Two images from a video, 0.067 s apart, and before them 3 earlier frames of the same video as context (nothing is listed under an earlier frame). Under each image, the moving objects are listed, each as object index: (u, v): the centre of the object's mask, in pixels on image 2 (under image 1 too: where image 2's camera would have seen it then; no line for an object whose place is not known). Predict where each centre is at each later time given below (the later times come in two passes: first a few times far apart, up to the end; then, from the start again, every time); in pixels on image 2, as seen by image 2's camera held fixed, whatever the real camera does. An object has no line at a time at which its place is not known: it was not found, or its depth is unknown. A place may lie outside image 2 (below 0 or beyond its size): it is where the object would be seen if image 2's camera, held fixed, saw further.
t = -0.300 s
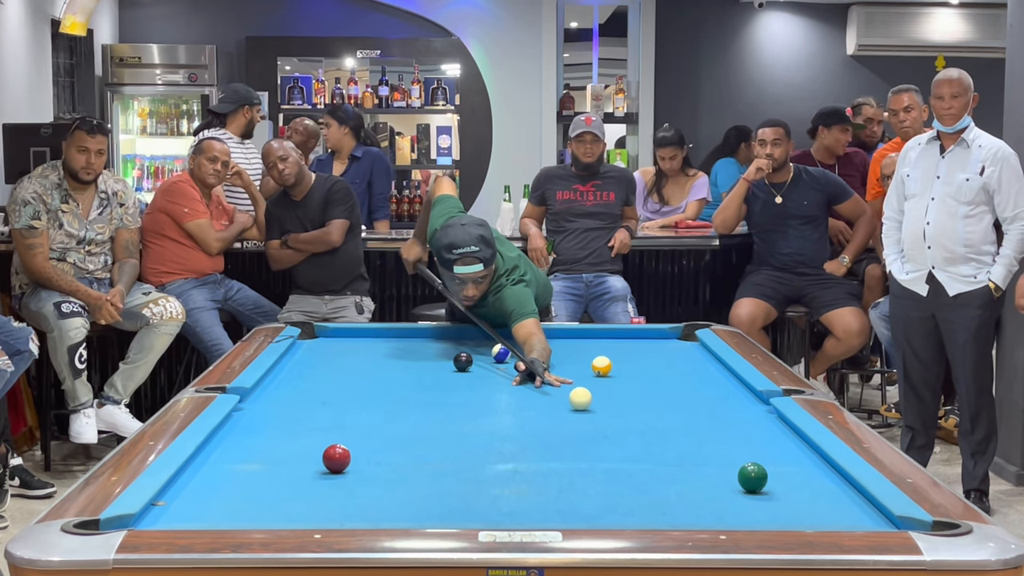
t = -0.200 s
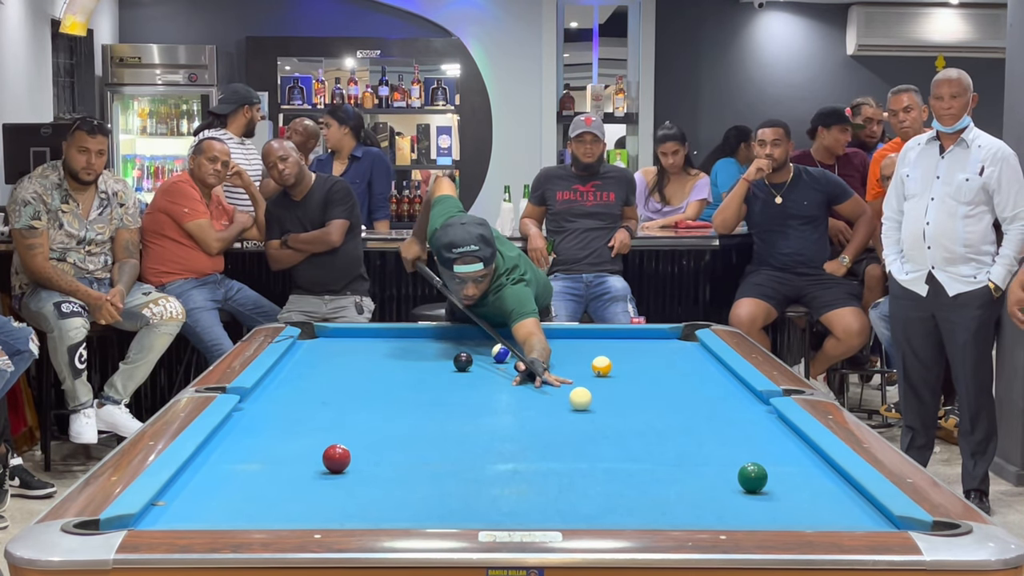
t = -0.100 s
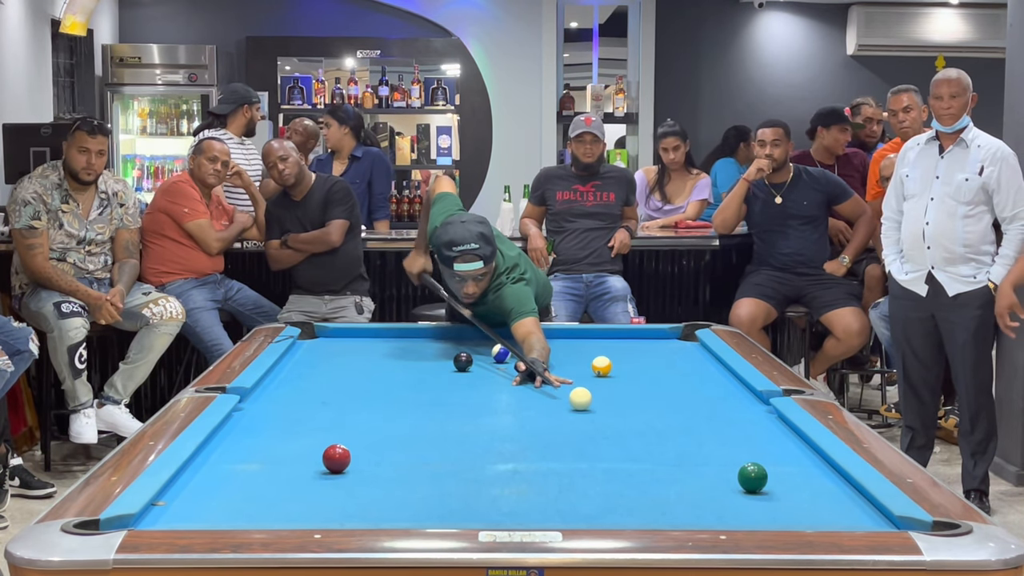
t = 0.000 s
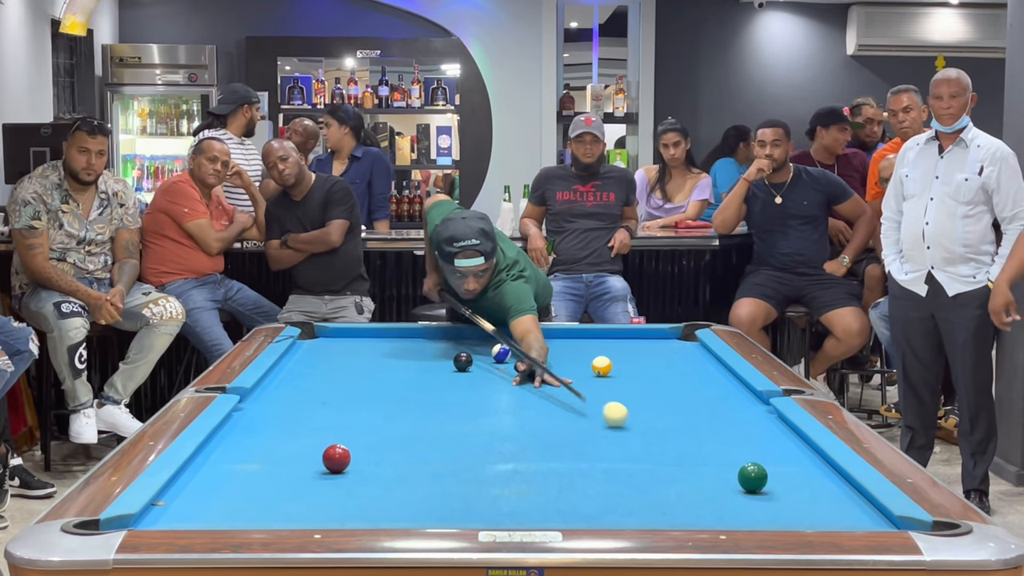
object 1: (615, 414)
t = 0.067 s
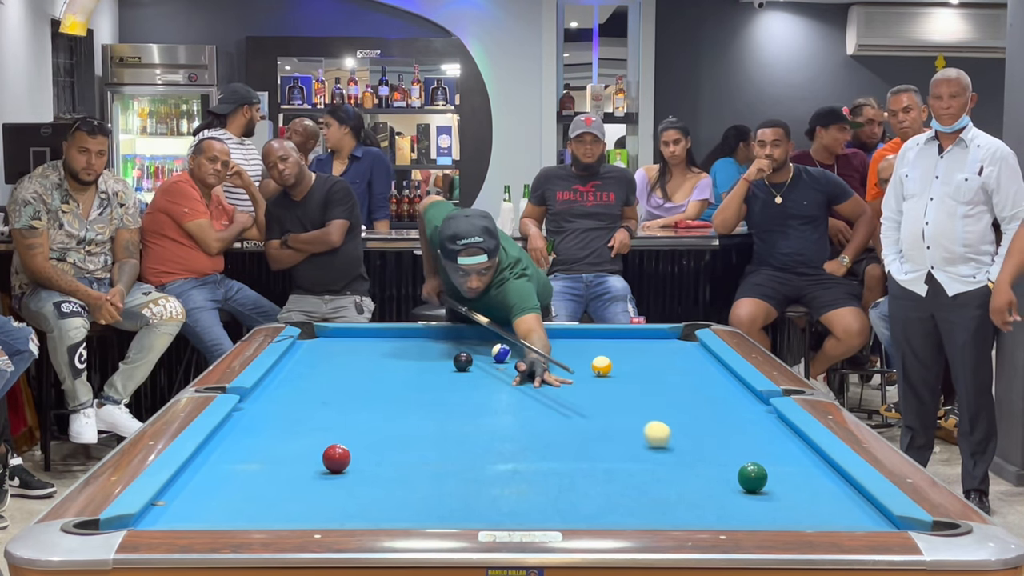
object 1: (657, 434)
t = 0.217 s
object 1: (729, 472)
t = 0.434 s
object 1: (687, 466)
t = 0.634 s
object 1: (649, 460)
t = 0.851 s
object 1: (612, 454)
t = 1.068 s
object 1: (578, 449)
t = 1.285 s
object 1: (547, 444)
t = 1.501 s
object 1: (519, 439)
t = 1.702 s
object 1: (495, 435)
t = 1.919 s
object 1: (471, 431)
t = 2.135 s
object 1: (449, 428)
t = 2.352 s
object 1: (430, 424)
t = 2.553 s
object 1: (413, 422)
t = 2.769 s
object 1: (396, 419)
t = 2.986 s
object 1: (382, 417)
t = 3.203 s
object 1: (369, 415)
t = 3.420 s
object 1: (358, 413)
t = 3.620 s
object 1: (348, 411)
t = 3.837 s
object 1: (340, 410)
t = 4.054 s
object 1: (333, 409)
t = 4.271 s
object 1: (327, 408)
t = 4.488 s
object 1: (323, 408)
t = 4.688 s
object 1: (321, 407)
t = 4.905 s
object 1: (319, 406)
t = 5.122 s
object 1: (319, 406)
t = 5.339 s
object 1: (319, 407)
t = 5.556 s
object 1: (319, 407)
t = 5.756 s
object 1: (319, 407)
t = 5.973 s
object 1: (319, 407)
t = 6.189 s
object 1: (319, 407)
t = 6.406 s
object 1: (319, 407)
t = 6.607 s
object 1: (319, 407)
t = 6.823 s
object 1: (319, 407)
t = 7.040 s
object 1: (319, 407)
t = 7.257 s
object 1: (319, 407)
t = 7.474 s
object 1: (319, 407)
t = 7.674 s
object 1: (319, 407)
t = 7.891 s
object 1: (319, 407)
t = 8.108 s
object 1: (319, 407)
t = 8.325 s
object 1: (319, 407)
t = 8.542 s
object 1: (319, 407)
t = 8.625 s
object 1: (319, 407)
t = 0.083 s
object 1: (668, 439)
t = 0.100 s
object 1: (679, 444)
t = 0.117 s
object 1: (691, 450)
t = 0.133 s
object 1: (702, 456)
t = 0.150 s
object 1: (714, 461)
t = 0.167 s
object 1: (726, 466)
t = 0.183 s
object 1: (733, 470)
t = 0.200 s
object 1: (732, 471)
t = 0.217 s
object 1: (729, 472)
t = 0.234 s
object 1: (726, 471)
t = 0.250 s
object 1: (723, 472)
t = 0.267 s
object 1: (720, 471)
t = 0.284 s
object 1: (717, 471)
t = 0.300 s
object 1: (714, 471)
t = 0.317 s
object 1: (711, 470)
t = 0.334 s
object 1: (707, 470)
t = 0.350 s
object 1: (704, 469)
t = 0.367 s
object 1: (700, 468)
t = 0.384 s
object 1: (697, 468)
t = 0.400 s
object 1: (694, 467)
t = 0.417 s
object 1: (690, 467)
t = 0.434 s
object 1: (687, 466)
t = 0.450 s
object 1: (684, 466)
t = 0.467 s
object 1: (681, 465)
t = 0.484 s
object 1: (677, 465)
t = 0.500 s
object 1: (674, 464)
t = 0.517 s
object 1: (671, 464)
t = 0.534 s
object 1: (668, 463)
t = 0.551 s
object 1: (665, 463)
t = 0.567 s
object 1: (662, 462)
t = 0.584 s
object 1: (659, 462)
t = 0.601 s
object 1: (656, 461)
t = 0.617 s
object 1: (653, 461)
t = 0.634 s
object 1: (649, 460)
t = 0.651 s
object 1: (647, 460)
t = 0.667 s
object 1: (644, 459)
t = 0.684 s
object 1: (641, 459)
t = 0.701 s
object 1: (638, 458)
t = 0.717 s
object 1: (635, 458)
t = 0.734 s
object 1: (632, 457)
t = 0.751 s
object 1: (629, 457)
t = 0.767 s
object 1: (626, 456)
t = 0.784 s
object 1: (623, 456)
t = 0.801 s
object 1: (621, 456)
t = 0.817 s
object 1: (618, 455)
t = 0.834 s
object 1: (615, 455)
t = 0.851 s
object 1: (612, 454)
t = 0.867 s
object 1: (610, 454)
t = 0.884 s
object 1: (607, 453)
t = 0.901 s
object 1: (604, 453)
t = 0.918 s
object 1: (602, 453)
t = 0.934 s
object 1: (599, 452)
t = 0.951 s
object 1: (596, 451)
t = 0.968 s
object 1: (594, 451)
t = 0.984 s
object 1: (591, 451)
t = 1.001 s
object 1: (589, 450)
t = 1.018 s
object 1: (586, 450)
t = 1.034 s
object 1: (583, 450)
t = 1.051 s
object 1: (581, 449)
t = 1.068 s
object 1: (578, 449)
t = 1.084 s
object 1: (576, 448)
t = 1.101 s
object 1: (573, 448)
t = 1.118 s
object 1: (571, 448)
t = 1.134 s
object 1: (569, 447)
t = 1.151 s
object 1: (566, 447)
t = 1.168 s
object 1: (564, 446)
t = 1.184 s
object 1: (561, 446)
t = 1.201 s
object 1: (559, 446)
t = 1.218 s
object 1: (556, 445)
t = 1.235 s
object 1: (554, 445)
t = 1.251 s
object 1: (552, 444)
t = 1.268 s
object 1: (550, 444)
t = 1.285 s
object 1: (547, 444)
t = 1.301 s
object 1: (545, 443)
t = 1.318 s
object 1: (543, 443)
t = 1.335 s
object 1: (540, 443)
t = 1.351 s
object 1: (538, 442)
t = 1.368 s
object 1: (536, 442)
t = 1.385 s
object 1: (534, 442)
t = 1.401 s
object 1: (532, 441)
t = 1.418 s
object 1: (529, 441)
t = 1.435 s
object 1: (528, 440)
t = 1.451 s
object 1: (525, 440)
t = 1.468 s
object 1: (523, 440)
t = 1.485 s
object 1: (521, 439)
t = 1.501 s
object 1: (519, 439)
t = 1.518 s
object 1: (517, 439)
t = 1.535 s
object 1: (515, 438)
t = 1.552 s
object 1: (513, 438)
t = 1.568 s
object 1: (511, 438)
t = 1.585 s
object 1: (509, 437)
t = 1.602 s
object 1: (507, 437)
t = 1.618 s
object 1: (505, 437)
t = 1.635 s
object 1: (503, 436)
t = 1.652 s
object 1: (501, 436)
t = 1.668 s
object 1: (499, 436)
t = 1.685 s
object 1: (497, 435)
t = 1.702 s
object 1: (495, 435)
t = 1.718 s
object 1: (493, 435)
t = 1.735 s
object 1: (491, 435)
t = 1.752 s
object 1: (489, 434)
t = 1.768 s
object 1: (487, 434)
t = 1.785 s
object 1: (485, 434)
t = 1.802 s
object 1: (484, 433)
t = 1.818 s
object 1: (482, 433)
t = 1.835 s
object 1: (480, 432)
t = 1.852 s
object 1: (478, 432)
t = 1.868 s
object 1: (476, 432)
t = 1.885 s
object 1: (475, 432)
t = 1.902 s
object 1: (473, 431)
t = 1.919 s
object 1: (471, 431)
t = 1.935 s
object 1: (469, 431)
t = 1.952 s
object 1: (468, 430)
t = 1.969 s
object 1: (466, 430)
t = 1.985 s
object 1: (464, 430)
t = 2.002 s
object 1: (463, 429)
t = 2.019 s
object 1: (461, 429)
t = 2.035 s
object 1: (459, 429)
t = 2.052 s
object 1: (458, 429)
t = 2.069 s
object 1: (456, 429)
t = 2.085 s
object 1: (454, 428)
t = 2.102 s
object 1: (453, 428)
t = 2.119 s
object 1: (451, 428)
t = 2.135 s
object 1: (449, 428)
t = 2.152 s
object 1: (448, 427)
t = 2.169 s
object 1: (446, 427)
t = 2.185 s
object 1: (445, 427)
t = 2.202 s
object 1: (443, 426)
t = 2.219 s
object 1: (442, 426)
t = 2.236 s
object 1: (440, 426)
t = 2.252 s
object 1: (438, 426)
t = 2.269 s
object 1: (437, 425)
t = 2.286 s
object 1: (436, 425)
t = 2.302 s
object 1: (434, 425)
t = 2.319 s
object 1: (432, 425)
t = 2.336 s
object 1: (431, 424)
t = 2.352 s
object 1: (430, 424)
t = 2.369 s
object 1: (428, 424)
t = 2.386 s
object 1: (427, 424)
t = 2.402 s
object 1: (425, 423)
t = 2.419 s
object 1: (424, 423)
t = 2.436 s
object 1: (422, 423)
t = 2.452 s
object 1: (421, 423)
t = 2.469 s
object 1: (420, 423)
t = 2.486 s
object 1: (418, 422)
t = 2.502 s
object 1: (417, 422)
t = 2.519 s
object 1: (415, 422)
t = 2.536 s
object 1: (414, 422)
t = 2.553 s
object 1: (413, 422)
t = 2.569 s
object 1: (411, 421)
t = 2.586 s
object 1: (410, 421)
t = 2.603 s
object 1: (409, 421)
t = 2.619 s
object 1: (408, 421)
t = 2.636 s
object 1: (406, 421)
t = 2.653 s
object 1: (405, 420)
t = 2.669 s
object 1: (404, 420)
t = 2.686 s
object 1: (402, 420)
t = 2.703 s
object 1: (401, 420)
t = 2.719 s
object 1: (400, 420)
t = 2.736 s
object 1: (399, 419)
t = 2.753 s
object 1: (398, 419)
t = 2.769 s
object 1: (396, 419)
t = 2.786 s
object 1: (395, 419)
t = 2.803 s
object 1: (394, 419)
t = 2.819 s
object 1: (393, 419)
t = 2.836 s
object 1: (392, 418)
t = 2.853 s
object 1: (391, 418)
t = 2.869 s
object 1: (390, 418)
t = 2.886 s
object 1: (388, 418)
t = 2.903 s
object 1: (387, 418)
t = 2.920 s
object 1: (386, 417)
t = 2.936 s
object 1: (385, 417)
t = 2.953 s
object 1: (384, 417)
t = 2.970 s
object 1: (383, 417)
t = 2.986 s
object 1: (382, 417)
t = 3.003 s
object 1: (381, 417)
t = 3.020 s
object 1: (380, 416)
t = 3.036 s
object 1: (379, 416)
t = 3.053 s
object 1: (378, 416)
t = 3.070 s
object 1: (377, 416)
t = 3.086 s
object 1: (376, 416)
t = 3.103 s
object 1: (375, 416)
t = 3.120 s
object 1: (374, 416)
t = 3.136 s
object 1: (373, 415)
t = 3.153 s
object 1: (372, 415)
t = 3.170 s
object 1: (371, 415)
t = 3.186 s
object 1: (370, 415)
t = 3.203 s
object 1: (369, 415)
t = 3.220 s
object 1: (368, 415)
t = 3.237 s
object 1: (367, 414)
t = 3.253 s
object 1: (366, 414)
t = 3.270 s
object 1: (365, 414)
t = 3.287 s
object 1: (365, 414)
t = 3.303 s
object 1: (364, 414)
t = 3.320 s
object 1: (363, 414)
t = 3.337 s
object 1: (362, 414)
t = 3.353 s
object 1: (361, 413)
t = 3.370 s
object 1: (360, 413)
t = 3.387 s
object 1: (359, 413)
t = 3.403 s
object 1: (358, 413)
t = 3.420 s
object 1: (358, 413)
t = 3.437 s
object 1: (357, 413)
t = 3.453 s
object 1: (356, 413)
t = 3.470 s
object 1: (355, 413)
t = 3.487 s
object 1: (354, 412)
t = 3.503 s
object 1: (354, 412)
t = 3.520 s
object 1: (353, 412)
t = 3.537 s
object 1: (352, 412)
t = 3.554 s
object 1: (351, 412)
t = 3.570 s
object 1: (350, 412)
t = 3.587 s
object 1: (350, 412)
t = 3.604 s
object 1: (349, 412)
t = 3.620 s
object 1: (348, 411)
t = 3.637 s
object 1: (348, 411)
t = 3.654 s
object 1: (347, 411)
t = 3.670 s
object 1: (346, 411)
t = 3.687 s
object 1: (346, 411)
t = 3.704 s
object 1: (345, 411)
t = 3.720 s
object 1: (344, 411)
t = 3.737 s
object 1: (344, 411)
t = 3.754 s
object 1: (343, 411)
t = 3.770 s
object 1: (342, 411)
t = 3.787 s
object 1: (342, 410)
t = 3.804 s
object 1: (341, 410)
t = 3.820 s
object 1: (341, 410)
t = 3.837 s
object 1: (340, 410)
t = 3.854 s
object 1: (339, 410)
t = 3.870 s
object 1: (339, 410)
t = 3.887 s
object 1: (338, 410)
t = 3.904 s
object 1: (337, 410)
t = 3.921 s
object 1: (337, 410)
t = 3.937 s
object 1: (337, 410)
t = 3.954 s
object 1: (336, 410)
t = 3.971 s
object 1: (335, 409)
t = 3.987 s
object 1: (335, 409)
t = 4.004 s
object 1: (334, 409)
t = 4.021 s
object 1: (334, 409)
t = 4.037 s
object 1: (334, 409)
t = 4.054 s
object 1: (333, 409)
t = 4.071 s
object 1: (333, 409)
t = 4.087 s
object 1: (332, 409)
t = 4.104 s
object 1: (332, 409)
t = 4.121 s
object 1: (331, 409)
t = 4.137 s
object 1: (331, 409)
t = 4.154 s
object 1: (330, 408)
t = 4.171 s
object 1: (330, 408)
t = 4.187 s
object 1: (329, 408)
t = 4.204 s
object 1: (329, 408)
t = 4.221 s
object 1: (329, 408)
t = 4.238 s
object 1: (328, 408)
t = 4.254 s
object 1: (328, 408)
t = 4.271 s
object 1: (327, 408)
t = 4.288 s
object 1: (327, 408)
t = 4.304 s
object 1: (327, 408)
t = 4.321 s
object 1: (326, 408)
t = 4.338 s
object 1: (326, 408)
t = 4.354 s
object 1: (326, 408)
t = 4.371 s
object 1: (325, 408)
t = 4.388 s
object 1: (325, 408)
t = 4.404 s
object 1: (325, 408)
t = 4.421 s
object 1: (324, 408)
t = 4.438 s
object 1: (324, 408)
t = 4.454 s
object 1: (324, 408)
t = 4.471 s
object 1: (324, 408)
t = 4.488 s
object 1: (323, 408)
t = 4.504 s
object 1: (323, 407)
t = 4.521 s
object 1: (323, 407)
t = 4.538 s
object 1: (323, 407)
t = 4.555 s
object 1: (322, 407)
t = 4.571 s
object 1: (322, 407)
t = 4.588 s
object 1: (322, 407)
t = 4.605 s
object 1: (322, 407)
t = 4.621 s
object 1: (322, 407)
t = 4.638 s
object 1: (321, 407)
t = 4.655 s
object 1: (321, 407)
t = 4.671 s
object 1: (321, 407)
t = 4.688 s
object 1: (321, 407)
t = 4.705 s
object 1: (321, 407)
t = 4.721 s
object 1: (321, 407)
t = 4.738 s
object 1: (321, 407)
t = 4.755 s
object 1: (321, 407)
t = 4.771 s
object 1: (320, 407)
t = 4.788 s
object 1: (320, 407)
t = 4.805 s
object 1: (320, 407)
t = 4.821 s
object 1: (320, 407)
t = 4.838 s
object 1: (320, 407)
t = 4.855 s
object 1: (320, 407)
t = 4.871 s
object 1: (320, 407)
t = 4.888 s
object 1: (320, 407)
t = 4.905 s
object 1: (319, 406)
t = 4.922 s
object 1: (319, 406)
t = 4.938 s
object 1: (319, 406)
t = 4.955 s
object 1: (319, 406)
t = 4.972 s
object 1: (319, 406)
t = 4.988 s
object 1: (319, 406)
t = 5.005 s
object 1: (319, 406)
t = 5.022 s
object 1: (319, 406)
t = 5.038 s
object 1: (319, 406)
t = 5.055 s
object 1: (319, 406)
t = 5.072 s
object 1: (319, 406)
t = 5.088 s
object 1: (319, 406)
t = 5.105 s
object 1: (319, 407)
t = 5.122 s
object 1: (319, 406)
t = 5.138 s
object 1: (319, 406)
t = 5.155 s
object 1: (319, 406)
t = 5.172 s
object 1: (319, 406)
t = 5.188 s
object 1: (319, 406)
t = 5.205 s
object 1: (319, 406)
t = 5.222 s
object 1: (319, 407)
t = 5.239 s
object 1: (319, 407)
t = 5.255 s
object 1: (319, 407)
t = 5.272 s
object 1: (319, 407)
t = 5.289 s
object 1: (319, 407)
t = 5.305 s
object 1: (319, 407)
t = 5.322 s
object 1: (319, 407)
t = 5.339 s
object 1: (319, 407)
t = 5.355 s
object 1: (319, 407)
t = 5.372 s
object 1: (319, 407)
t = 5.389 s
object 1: (319, 407)
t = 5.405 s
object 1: (319, 407)
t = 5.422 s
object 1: (319, 407)
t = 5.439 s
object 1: (319, 407)
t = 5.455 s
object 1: (319, 407)
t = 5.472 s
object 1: (319, 407)
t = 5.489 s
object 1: (319, 407)
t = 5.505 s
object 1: (319, 407)
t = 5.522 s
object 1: (319, 407)
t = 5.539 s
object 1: (319, 407)
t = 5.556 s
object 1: (319, 407)
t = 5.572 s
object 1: (319, 407)
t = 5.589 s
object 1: (319, 407)
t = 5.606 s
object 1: (319, 407)
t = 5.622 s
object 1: (319, 407)
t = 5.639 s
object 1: (319, 407)
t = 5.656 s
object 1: (319, 407)
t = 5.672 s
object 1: (319, 407)
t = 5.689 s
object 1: (319, 407)
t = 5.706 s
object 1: (319, 407)
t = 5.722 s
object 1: (319, 407)
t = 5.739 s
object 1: (319, 407)
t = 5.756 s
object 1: (319, 407)
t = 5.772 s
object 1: (319, 407)
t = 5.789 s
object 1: (319, 407)
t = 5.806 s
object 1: (319, 407)
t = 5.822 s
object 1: (319, 407)
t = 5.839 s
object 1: (319, 407)
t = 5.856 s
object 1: (319, 407)
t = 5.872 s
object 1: (319, 407)
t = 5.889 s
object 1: (319, 407)
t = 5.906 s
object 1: (319, 407)
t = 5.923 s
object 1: (319, 407)
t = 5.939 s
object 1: (319, 407)
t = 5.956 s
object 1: (319, 407)
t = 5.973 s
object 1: (319, 407)
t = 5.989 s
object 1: (319, 407)
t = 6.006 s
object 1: (319, 407)
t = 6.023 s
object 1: (319, 407)
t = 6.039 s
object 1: (319, 406)
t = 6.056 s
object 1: (319, 407)
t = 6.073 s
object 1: (319, 407)
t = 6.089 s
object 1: (319, 407)
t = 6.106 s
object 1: (319, 407)
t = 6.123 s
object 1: (319, 407)
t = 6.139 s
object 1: (319, 407)
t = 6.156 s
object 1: (319, 407)
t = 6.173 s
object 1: (319, 407)
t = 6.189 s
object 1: (319, 407)
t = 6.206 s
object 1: (319, 407)
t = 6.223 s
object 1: (319, 406)
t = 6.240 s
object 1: (319, 407)
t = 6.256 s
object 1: (319, 407)
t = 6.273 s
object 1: (319, 407)
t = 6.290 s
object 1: (319, 407)
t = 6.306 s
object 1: (319, 407)
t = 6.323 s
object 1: (319, 407)
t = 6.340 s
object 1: (319, 407)
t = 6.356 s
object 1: (319, 407)
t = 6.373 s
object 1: (319, 407)
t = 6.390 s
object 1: (319, 407)
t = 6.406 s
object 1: (319, 407)
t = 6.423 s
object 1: (319, 407)
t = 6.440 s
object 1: (319, 407)
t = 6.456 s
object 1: (319, 407)
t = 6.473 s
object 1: (319, 407)
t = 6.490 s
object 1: (319, 407)
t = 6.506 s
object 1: (319, 407)
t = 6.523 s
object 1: (319, 407)
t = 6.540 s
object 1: (319, 407)
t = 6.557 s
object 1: (319, 407)
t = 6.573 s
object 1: (319, 407)
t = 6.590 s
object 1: (319, 407)
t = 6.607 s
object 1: (319, 407)
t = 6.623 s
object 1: (319, 407)
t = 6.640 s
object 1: (319, 407)
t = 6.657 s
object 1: (319, 407)
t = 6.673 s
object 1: (319, 407)
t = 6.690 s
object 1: (319, 407)
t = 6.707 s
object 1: (319, 407)
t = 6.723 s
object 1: (319, 407)
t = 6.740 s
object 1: (319, 407)
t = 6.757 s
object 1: (319, 407)
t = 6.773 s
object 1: (319, 407)
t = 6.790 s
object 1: (319, 407)
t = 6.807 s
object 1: (319, 407)
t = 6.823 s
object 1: (319, 407)
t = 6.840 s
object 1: (319, 407)
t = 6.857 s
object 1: (319, 407)
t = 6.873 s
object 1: (319, 407)
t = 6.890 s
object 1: (319, 407)
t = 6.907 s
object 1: (319, 407)
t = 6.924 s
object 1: (319, 407)
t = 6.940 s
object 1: (319, 407)
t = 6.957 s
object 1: (319, 407)
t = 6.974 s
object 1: (319, 407)
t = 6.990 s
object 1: (319, 407)
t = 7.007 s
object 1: (319, 407)
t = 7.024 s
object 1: (319, 407)
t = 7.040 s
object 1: (319, 407)
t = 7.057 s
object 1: (319, 407)
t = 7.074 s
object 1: (319, 407)
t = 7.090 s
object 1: (319, 407)
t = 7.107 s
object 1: (319, 407)
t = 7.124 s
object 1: (319, 407)
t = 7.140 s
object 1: (319, 407)
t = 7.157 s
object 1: (319, 407)
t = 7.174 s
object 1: (319, 407)
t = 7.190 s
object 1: (319, 407)
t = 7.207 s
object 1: (319, 407)
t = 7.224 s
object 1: (319, 407)
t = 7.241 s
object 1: (319, 407)
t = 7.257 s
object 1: (319, 407)
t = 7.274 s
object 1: (319, 407)
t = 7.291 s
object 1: (319, 407)
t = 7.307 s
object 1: (319, 407)
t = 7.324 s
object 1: (319, 407)
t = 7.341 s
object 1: (319, 407)
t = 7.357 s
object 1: (319, 407)
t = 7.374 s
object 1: (319, 407)
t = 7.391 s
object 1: (319, 407)
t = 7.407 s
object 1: (319, 407)
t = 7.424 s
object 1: (319, 407)
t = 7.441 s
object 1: (319, 407)
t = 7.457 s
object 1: (319, 407)
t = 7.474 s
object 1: (319, 407)
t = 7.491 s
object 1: (319, 407)
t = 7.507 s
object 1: (319, 407)
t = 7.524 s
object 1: (319, 407)
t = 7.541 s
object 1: (319, 407)
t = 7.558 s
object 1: (319, 407)
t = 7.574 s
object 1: (319, 407)
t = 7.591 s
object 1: (319, 407)
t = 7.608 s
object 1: (319, 407)
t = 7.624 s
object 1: (319, 407)
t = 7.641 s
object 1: (319, 407)
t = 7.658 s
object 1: (319, 407)
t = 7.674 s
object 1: (319, 407)
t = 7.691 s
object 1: (319, 407)
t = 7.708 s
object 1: (319, 407)
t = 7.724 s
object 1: (319, 407)
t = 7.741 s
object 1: (319, 407)
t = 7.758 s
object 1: (319, 407)
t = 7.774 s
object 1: (319, 407)
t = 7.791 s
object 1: (319, 407)
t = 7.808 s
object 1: (319, 407)
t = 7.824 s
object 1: (319, 407)
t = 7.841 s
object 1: (319, 407)
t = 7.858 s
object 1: (319, 407)
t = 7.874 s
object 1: (319, 407)
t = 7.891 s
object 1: (319, 407)
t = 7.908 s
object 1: (319, 407)
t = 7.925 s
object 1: (319, 407)
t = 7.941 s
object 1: (319, 407)
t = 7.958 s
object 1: (319, 407)
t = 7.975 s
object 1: (319, 407)
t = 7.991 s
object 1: (319, 407)
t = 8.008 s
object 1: (319, 407)
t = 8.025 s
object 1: (319, 407)
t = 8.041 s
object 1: (319, 407)
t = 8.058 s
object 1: (319, 407)
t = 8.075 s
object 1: (319, 407)
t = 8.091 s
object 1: (319, 407)
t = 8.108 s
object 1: (319, 407)
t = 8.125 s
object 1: (319, 407)
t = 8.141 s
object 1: (319, 407)
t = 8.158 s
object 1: (319, 407)
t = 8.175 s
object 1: (319, 407)
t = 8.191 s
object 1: (319, 407)
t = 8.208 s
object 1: (319, 407)
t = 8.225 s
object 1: (319, 407)
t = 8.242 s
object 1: (319, 407)
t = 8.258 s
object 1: (319, 407)
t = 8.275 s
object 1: (319, 407)
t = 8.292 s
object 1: (319, 407)
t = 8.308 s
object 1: (319, 407)
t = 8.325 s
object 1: (319, 407)
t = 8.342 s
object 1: (319, 407)
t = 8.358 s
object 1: (319, 407)
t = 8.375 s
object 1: (319, 407)
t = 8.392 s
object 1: (319, 407)
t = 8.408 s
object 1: (319, 407)
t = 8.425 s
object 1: (319, 407)
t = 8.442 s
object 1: (319, 407)
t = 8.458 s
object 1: (319, 407)
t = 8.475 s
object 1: (319, 407)
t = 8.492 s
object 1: (319, 407)
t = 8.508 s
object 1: (319, 407)
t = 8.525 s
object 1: (319, 407)
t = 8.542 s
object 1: (319, 407)
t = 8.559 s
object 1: (319, 407)
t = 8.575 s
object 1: (319, 407)
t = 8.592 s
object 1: (319, 407)
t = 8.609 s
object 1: (319, 407)
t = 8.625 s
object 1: (319, 407)
